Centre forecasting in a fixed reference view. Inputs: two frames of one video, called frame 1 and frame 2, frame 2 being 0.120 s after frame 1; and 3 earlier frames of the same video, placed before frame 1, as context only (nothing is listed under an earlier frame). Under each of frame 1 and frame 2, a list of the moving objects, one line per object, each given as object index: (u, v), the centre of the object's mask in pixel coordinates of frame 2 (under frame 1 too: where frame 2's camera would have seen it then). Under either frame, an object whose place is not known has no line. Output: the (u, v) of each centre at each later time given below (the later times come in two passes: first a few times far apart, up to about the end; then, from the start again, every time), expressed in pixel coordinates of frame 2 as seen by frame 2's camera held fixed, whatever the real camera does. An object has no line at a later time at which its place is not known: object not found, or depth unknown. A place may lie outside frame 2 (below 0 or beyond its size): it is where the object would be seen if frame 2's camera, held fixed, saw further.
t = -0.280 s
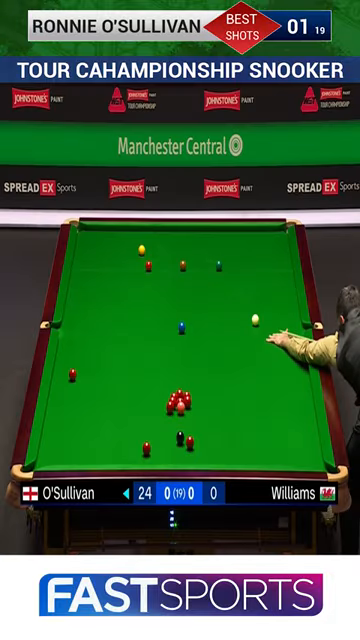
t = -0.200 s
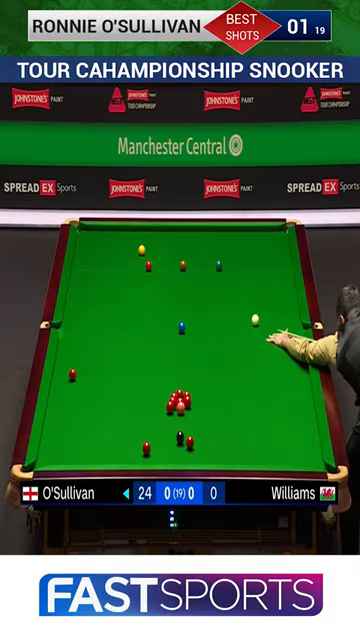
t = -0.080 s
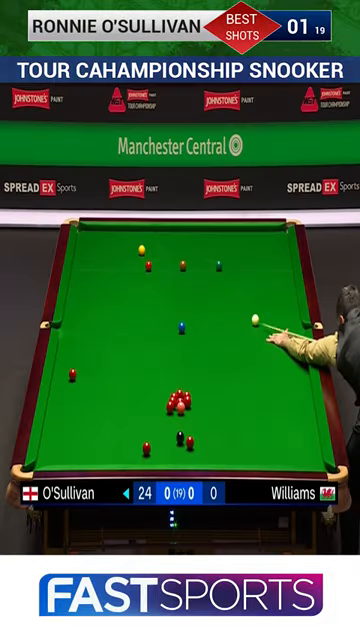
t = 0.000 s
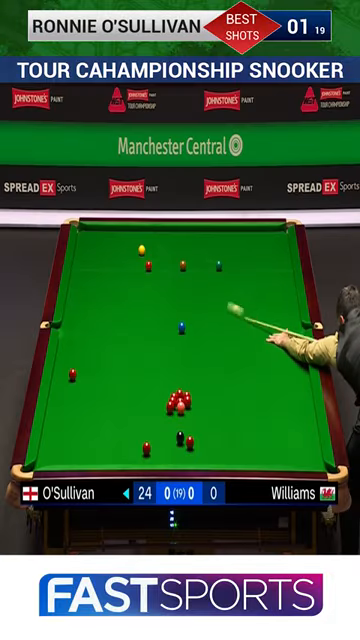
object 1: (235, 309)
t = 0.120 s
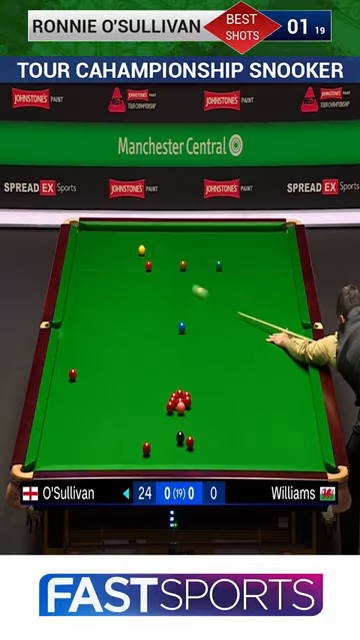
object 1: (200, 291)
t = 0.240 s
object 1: (168, 275)
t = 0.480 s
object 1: (152, 268)
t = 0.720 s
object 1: (152, 269)
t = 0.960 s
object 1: (152, 269)
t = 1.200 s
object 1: (152, 269)
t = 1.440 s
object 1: (152, 269)
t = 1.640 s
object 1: (152, 269)
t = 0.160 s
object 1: (189, 285)
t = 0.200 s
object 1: (178, 280)
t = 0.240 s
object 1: (168, 275)
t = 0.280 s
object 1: (159, 270)
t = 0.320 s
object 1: (152, 268)
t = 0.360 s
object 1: (152, 268)
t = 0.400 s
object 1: (152, 268)
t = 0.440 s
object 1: (152, 268)
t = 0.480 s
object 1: (152, 268)
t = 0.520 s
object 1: (152, 268)
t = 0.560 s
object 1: (152, 268)
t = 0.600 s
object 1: (152, 268)
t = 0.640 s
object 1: (152, 268)
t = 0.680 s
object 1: (152, 269)
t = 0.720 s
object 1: (152, 269)
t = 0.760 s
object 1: (152, 269)
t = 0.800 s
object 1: (152, 269)
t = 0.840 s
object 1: (152, 269)
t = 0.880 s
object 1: (152, 269)
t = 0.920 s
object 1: (152, 269)
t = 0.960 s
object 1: (152, 269)
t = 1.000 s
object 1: (152, 269)
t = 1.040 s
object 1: (152, 269)
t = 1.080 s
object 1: (152, 269)
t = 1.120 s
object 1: (152, 269)
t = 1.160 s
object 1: (152, 269)
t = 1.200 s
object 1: (152, 269)
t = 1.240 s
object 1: (152, 269)
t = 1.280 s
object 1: (152, 269)
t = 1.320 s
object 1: (152, 269)
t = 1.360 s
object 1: (152, 269)
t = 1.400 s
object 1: (152, 269)
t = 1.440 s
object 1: (152, 269)
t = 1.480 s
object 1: (152, 269)
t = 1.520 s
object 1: (152, 269)
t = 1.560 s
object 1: (152, 269)
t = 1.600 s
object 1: (152, 269)
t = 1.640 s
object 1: (152, 269)
